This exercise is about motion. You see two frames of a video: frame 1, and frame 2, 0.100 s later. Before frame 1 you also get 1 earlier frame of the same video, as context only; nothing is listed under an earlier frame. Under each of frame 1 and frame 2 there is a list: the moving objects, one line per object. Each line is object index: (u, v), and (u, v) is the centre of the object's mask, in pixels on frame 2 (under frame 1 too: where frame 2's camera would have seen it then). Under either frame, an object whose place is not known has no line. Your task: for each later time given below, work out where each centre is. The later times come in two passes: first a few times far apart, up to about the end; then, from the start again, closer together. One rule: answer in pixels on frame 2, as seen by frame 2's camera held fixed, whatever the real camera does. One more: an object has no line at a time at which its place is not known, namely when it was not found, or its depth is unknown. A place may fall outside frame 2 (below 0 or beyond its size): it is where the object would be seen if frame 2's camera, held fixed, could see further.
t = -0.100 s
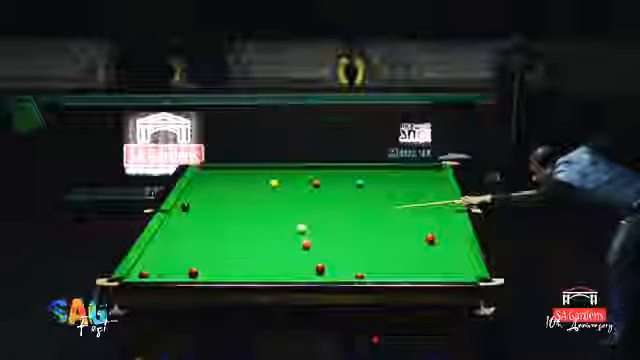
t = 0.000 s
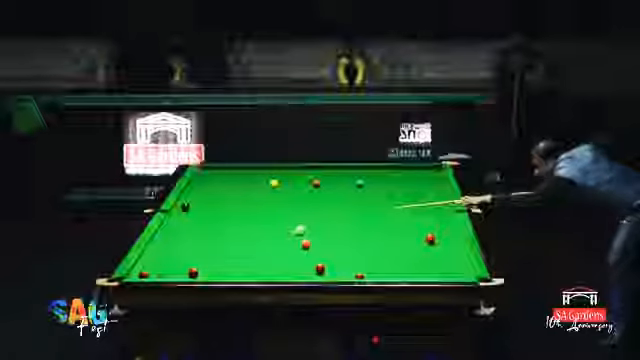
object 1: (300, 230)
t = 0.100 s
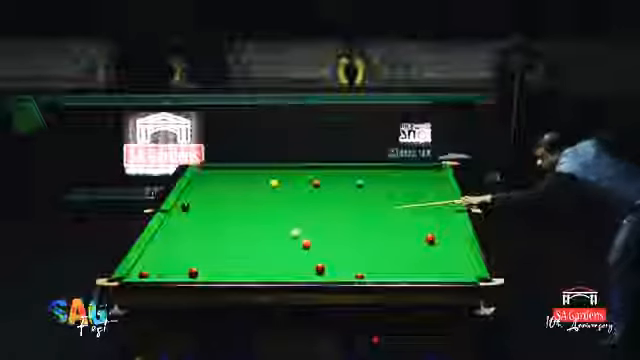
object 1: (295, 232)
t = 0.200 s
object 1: (291, 235)
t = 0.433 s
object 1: (285, 240)
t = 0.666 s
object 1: (278, 246)
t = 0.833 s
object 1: (272, 250)
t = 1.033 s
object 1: (269, 254)
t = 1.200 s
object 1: (261, 260)
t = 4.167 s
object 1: (235, 266)
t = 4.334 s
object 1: (235, 266)
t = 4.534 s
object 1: (235, 266)
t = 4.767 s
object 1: (236, 265)
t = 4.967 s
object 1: (236, 265)
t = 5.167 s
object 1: (236, 265)
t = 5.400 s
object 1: (236, 265)
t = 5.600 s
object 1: (236, 265)
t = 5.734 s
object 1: (236, 265)
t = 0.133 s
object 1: (295, 233)
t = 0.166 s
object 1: (291, 235)
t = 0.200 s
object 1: (291, 235)
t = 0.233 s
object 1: (291, 235)
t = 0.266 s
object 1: (289, 237)
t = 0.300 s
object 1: (289, 237)
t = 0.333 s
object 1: (287, 239)
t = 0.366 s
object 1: (286, 239)
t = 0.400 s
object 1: (285, 240)
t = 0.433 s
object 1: (285, 240)
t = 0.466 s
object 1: (282, 242)
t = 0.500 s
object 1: (281, 243)
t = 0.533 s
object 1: (281, 244)
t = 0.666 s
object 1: (278, 246)
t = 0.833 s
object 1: (272, 250)
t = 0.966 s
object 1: (270, 253)
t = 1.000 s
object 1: (269, 253)
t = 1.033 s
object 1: (269, 254)
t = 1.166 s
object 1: (262, 259)
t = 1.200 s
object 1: (261, 260)
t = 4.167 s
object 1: (235, 266)
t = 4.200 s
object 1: (235, 266)
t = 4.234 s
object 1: (235, 266)
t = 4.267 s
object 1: (235, 266)
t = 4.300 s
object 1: (235, 266)
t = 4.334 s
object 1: (235, 266)
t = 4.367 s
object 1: (235, 266)
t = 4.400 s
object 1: (235, 266)
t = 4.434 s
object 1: (235, 266)
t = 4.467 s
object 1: (235, 266)
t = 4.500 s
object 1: (235, 266)
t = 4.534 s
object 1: (235, 266)
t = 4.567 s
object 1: (236, 266)
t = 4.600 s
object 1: (236, 265)
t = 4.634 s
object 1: (236, 265)
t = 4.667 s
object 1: (236, 265)
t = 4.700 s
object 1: (236, 265)
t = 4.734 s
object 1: (236, 265)
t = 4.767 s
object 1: (236, 265)
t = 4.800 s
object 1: (236, 265)
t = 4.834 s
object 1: (236, 265)
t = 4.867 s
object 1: (236, 265)
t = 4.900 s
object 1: (236, 265)
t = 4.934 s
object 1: (236, 265)
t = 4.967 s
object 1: (236, 265)
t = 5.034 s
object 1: (236, 265)
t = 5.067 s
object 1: (236, 265)
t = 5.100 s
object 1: (236, 265)
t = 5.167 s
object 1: (236, 265)
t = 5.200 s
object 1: (236, 265)
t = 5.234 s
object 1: (236, 265)
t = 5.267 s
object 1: (236, 266)
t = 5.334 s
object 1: (236, 265)
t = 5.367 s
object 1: (236, 266)
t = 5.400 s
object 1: (236, 265)
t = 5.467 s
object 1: (236, 265)
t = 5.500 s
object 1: (236, 265)
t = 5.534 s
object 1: (236, 265)
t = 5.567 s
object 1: (236, 265)
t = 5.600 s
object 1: (236, 265)
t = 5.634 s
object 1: (236, 265)
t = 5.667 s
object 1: (236, 265)
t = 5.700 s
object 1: (236, 265)
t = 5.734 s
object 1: (236, 265)
